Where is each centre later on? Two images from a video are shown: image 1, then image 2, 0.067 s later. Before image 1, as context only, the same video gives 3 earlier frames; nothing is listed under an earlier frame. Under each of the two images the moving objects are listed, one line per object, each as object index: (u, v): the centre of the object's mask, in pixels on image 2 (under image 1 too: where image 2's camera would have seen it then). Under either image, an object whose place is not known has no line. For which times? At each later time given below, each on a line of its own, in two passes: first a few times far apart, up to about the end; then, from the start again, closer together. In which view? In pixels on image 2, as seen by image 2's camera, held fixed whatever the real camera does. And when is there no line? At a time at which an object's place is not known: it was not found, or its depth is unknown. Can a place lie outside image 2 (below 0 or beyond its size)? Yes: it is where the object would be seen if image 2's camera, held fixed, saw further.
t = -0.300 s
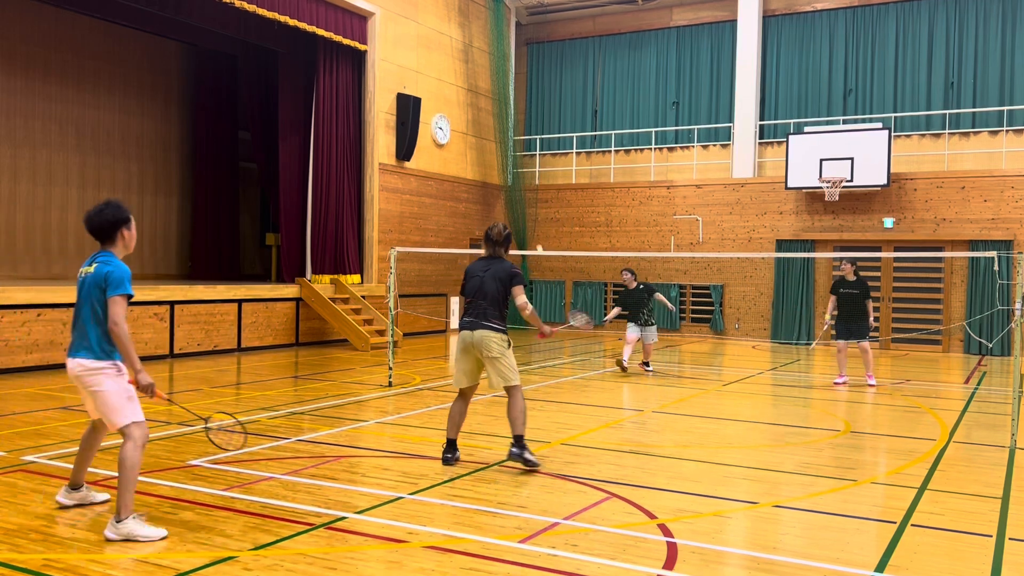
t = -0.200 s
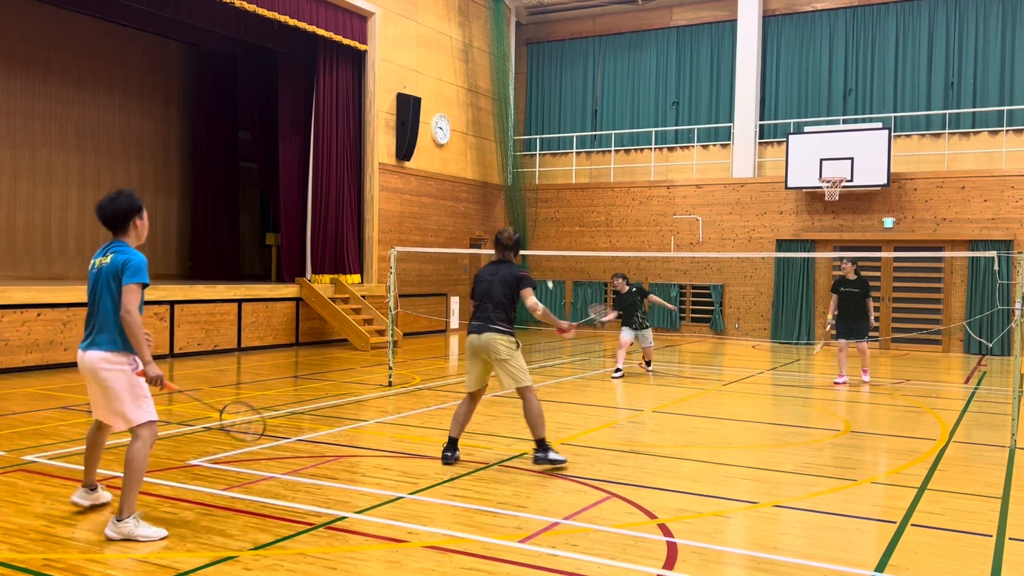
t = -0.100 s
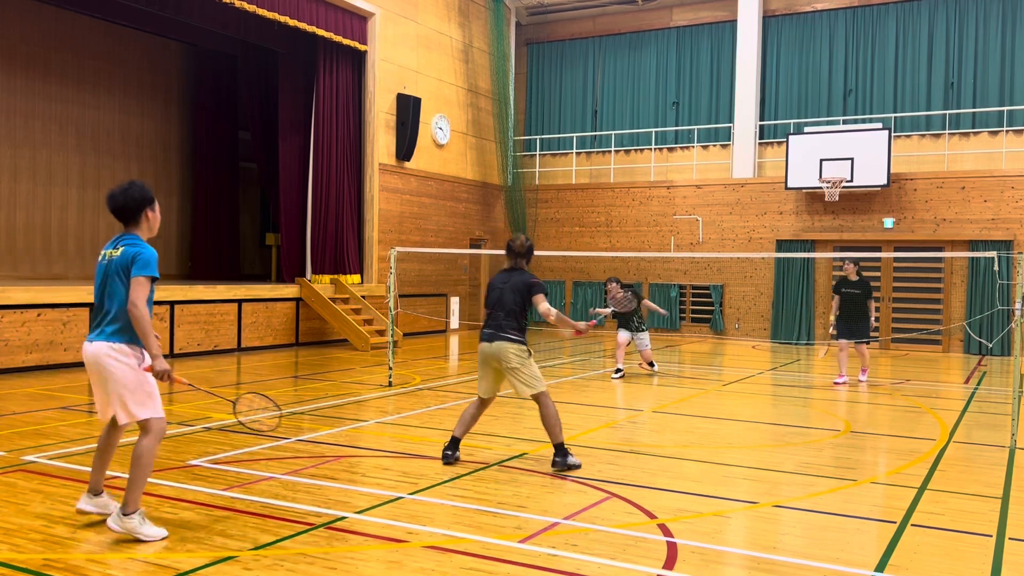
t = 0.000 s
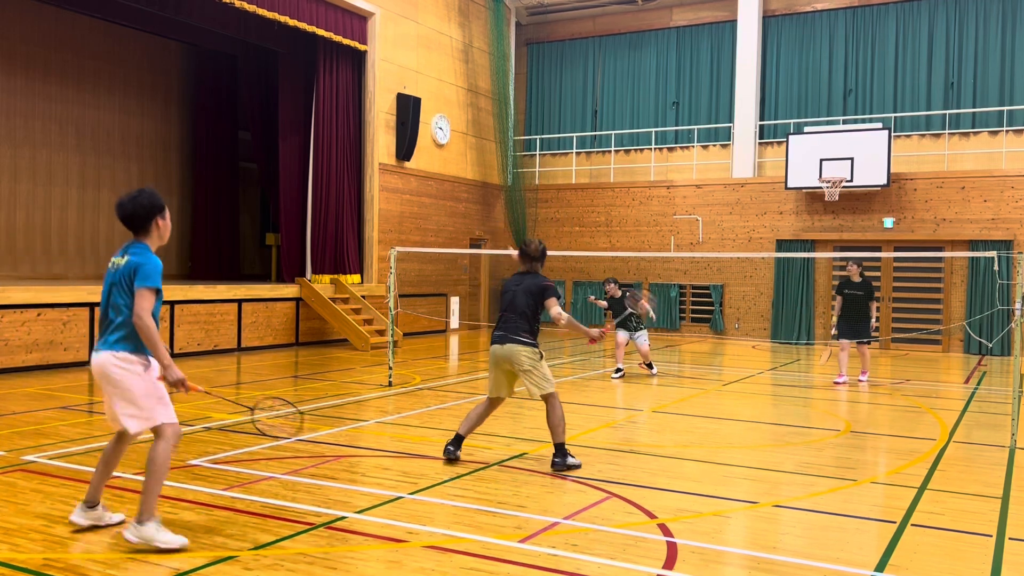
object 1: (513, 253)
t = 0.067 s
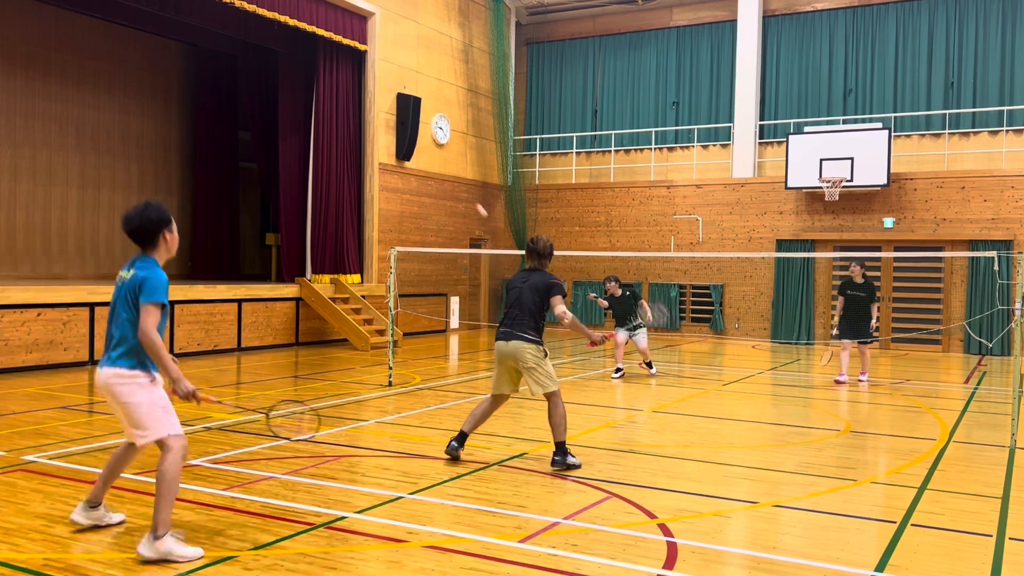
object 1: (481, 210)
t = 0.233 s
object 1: (405, 124)
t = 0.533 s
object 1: (271, 49)
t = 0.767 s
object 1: (161, 69)
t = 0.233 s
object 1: (405, 124)
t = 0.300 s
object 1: (374, 97)
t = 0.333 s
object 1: (360, 87)
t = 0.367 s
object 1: (346, 78)
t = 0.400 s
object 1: (331, 70)
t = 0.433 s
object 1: (316, 62)
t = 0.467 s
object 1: (301, 56)
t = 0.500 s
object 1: (286, 52)
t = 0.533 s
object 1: (271, 49)
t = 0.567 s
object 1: (256, 47)
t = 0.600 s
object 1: (240, 47)
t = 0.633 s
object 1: (225, 48)
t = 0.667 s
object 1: (209, 52)
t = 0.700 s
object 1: (193, 56)
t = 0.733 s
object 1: (178, 62)
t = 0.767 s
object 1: (161, 69)
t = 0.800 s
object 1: (145, 79)
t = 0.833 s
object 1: (129, 89)
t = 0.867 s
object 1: (112, 102)
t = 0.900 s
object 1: (96, 116)
